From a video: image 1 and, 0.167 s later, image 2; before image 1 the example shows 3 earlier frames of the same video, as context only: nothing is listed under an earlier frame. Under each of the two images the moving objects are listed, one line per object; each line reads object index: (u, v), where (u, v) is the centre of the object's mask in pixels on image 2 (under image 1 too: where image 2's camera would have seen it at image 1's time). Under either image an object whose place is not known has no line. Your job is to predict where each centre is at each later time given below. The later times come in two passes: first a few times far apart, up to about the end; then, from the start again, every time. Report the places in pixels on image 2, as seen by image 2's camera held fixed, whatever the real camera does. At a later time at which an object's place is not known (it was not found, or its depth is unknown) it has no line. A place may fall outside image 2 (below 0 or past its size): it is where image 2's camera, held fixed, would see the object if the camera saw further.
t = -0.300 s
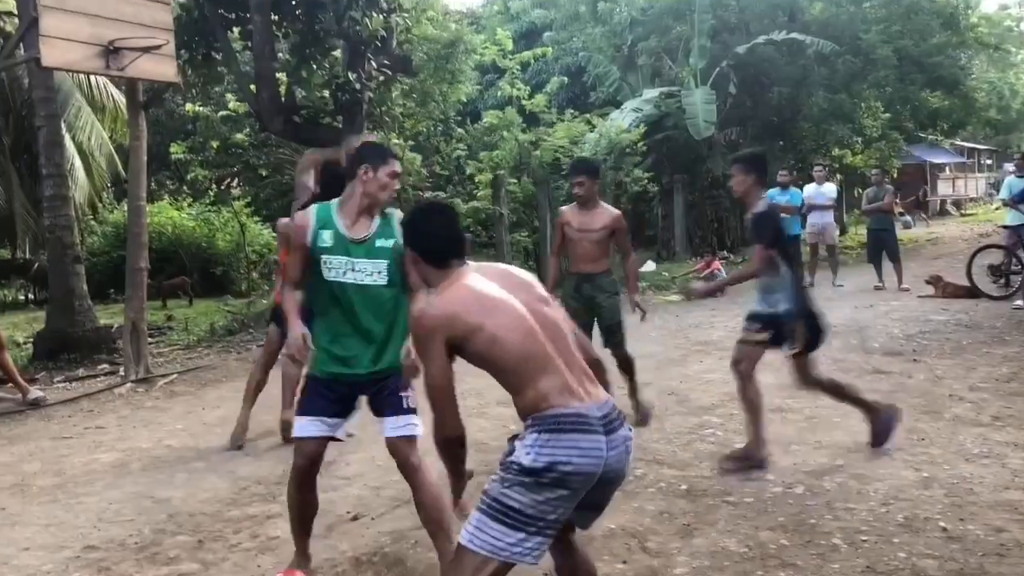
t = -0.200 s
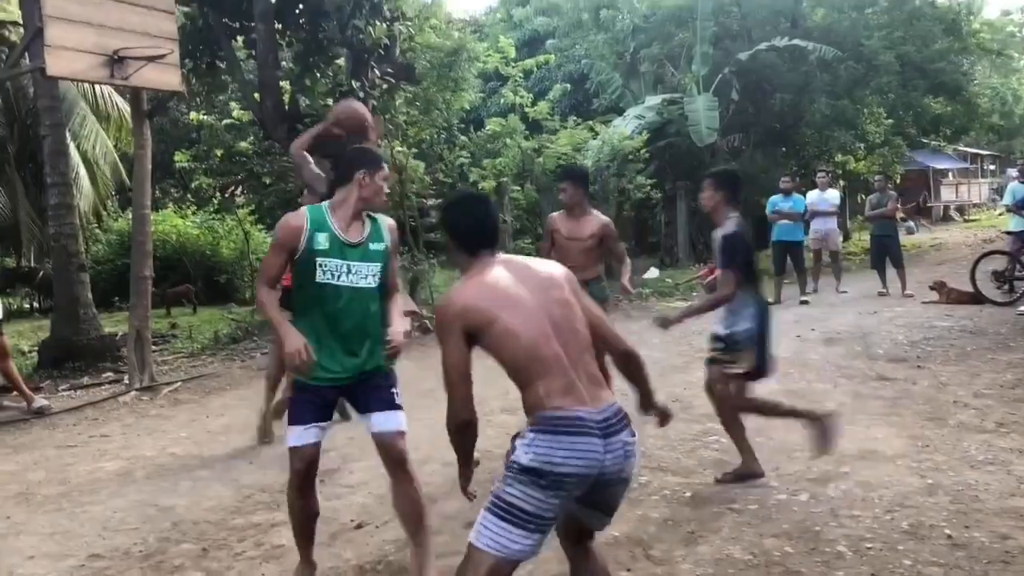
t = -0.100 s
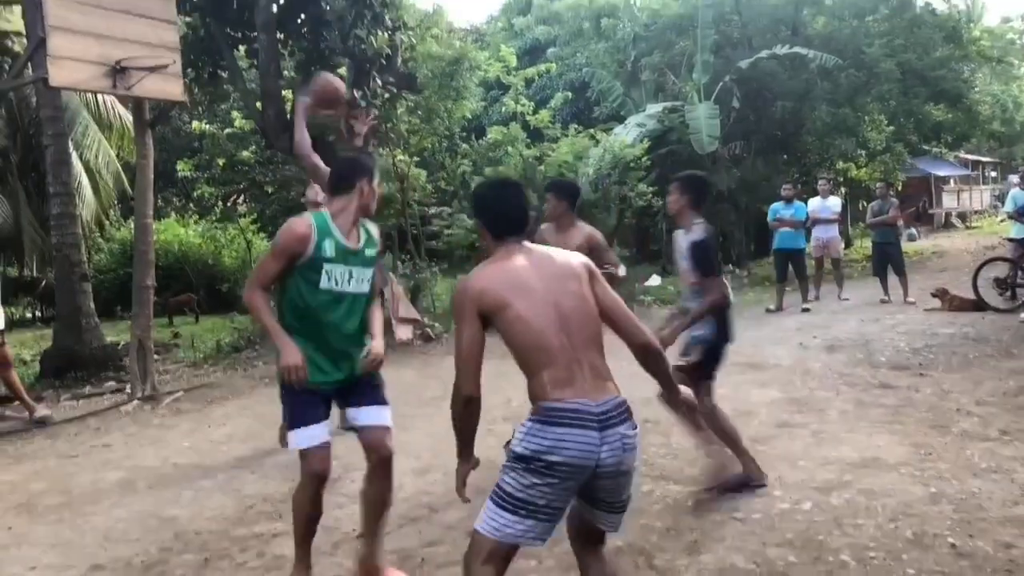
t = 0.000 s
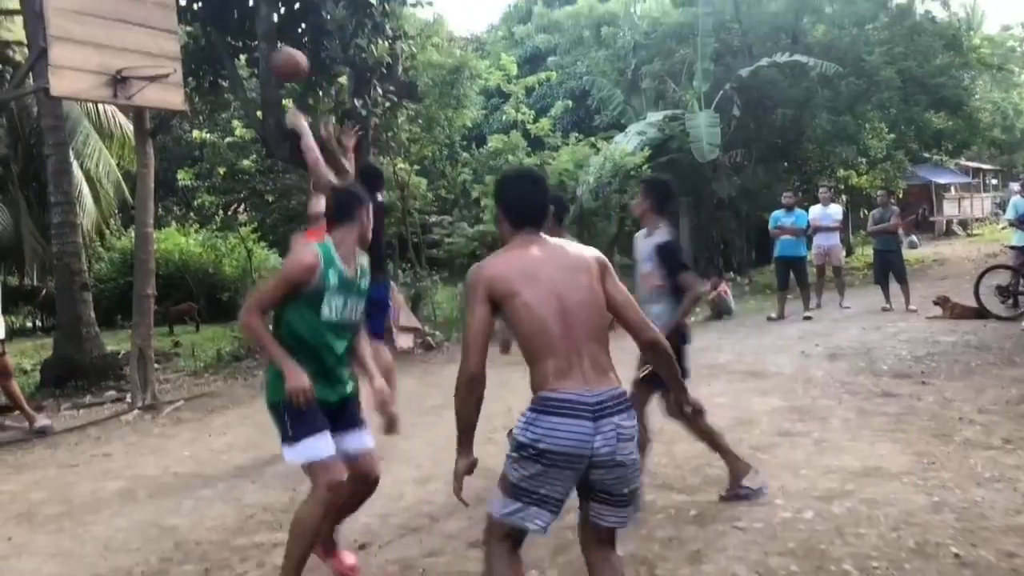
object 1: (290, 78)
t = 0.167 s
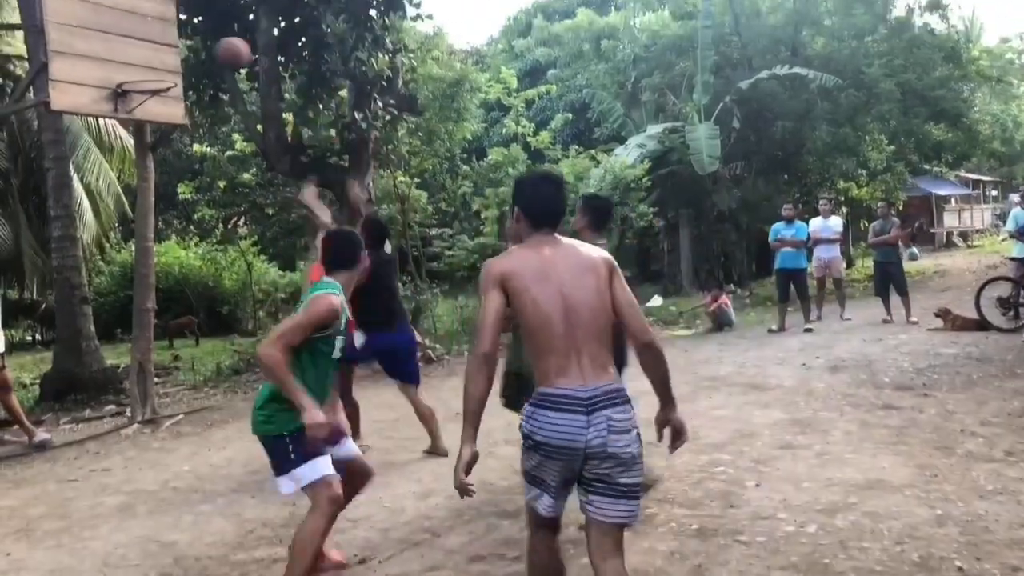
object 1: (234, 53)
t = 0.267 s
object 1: (204, 55)
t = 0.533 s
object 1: (205, 51)
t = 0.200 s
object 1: (223, 52)
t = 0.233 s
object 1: (213, 53)
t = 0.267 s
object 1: (204, 55)
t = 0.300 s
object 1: (193, 60)
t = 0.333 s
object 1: (183, 68)
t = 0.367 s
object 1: (182, 67)
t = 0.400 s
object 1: (187, 61)
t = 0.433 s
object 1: (191, 57)
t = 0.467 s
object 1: (196, 53)
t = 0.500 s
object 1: (200, 52)
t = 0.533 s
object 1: (205, 51)
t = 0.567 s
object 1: (209, 52)
